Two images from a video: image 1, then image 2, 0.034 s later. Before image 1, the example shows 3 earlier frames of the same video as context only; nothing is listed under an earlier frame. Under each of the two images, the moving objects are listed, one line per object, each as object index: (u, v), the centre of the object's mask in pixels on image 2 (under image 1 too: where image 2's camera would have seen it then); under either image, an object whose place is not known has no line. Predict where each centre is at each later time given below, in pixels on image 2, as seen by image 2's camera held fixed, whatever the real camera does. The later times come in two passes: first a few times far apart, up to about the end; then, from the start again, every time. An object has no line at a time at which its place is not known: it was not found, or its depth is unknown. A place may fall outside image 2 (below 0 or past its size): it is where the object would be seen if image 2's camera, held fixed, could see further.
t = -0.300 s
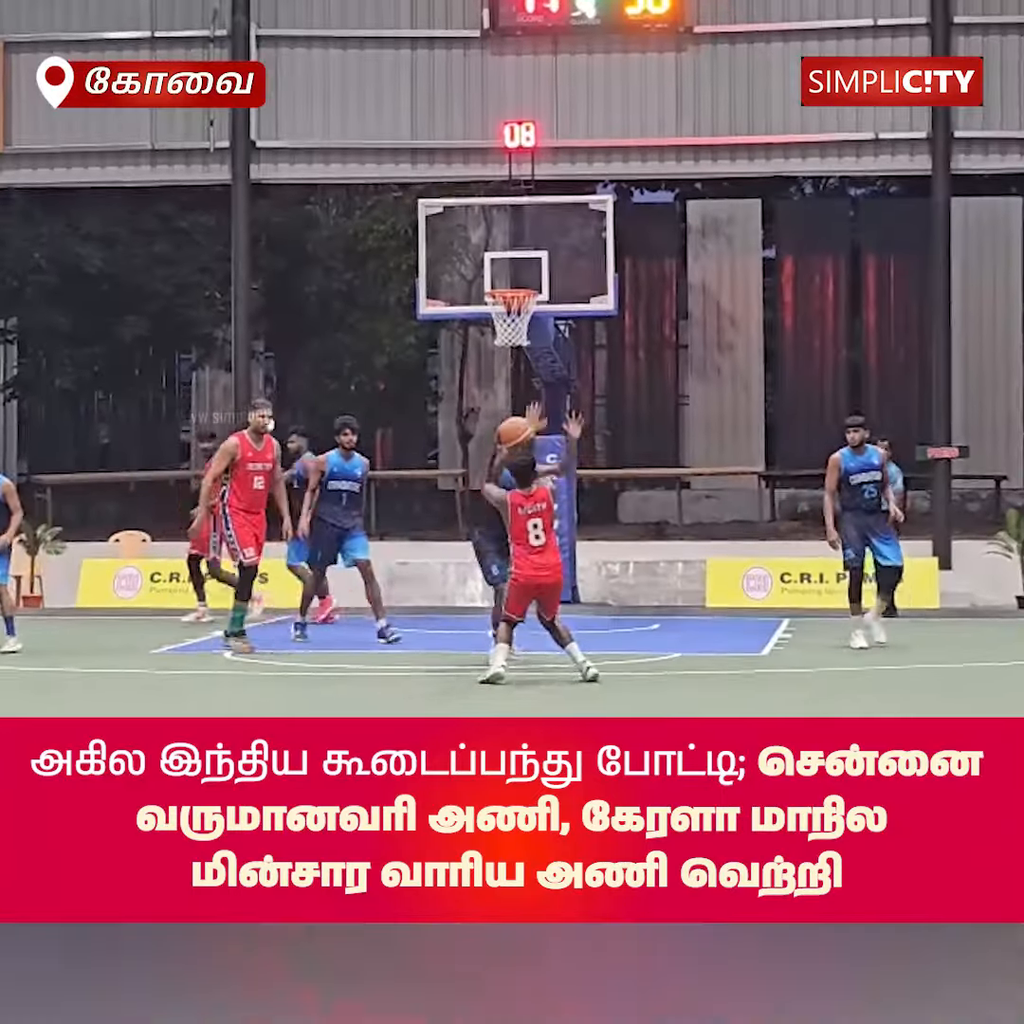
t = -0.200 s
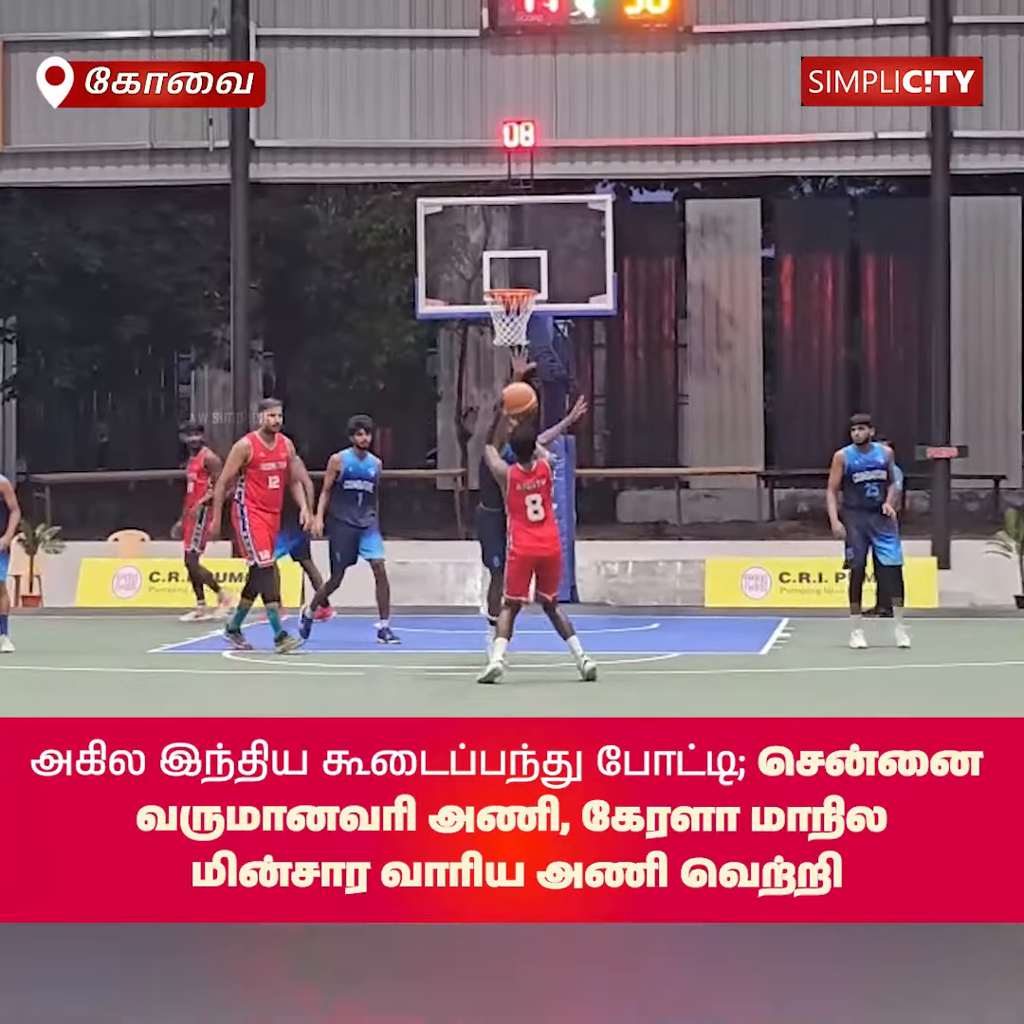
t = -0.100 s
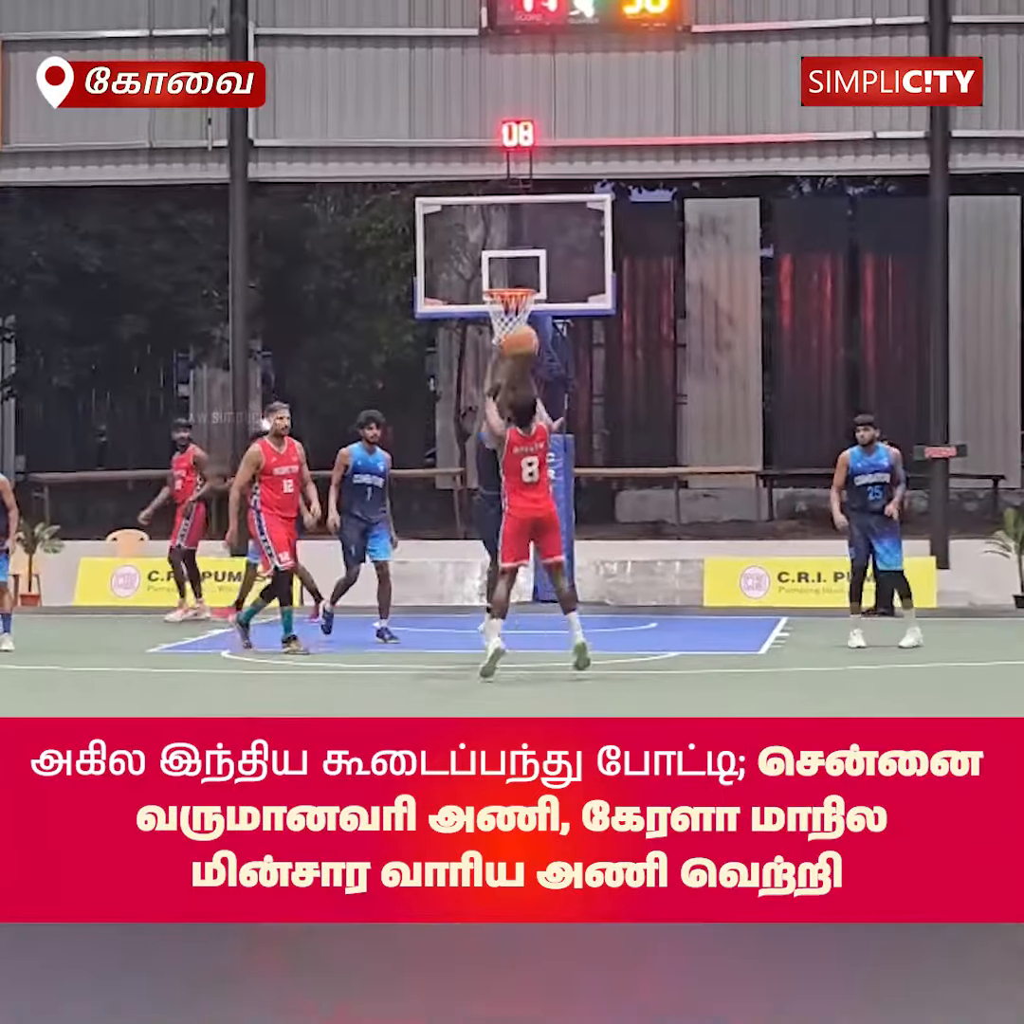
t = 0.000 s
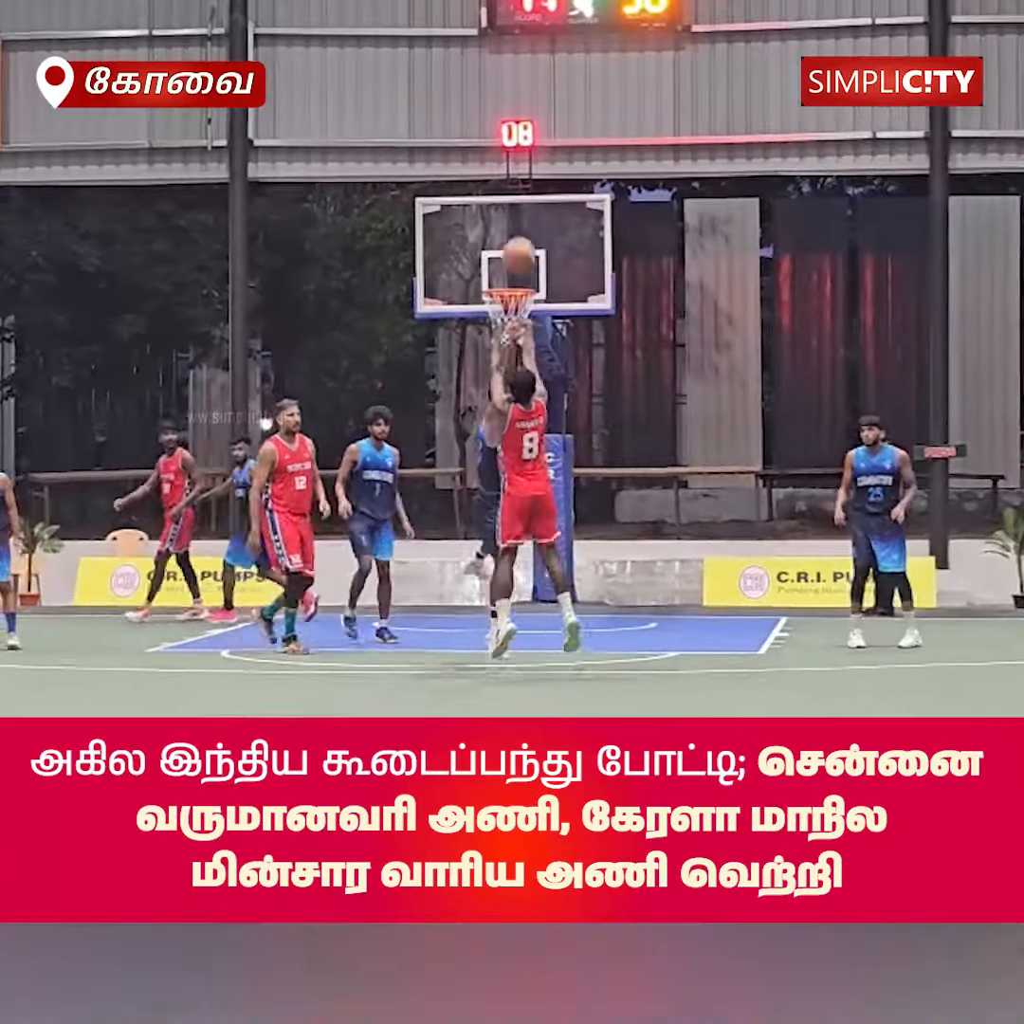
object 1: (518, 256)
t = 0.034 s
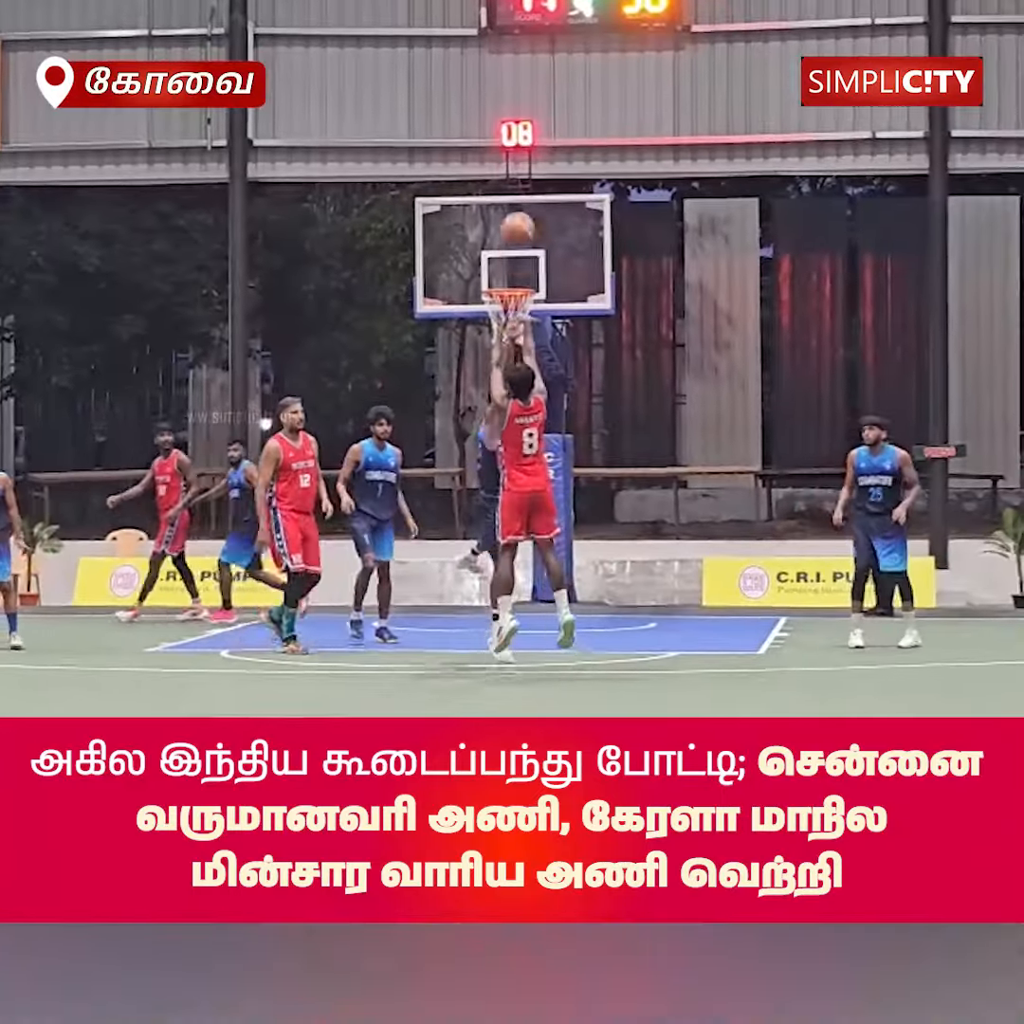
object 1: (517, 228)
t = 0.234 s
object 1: (514, 113)
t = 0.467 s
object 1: (508, 58)
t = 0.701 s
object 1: (503, 68)
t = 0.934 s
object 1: (497, 133)
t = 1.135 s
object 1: (494, 233)
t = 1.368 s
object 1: (500, 213)
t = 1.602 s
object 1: (506, 166)
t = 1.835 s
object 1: (510, 170)
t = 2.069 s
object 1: (519, 235)
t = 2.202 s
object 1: (522, 297)
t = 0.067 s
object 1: (518, 205)
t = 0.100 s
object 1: (516, 184)
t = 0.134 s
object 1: (516, 165)
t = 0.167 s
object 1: (514, 147)
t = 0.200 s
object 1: (515, 131)
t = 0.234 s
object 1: (514, 113)
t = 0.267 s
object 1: (513, 104)
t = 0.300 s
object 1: (512, 91)
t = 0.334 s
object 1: (511, 82)
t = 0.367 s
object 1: (510, 73)
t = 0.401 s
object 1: (510, 67)
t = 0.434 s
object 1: (509, 62)
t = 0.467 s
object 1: (508, 58)
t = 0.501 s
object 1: (508, 56)
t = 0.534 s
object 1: (507, 55)
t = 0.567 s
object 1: (506, 55)
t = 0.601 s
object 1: (505, 57)
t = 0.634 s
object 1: (504, 60)
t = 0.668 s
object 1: (504, 63)
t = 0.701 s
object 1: (503, 68)
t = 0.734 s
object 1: (503, 75)
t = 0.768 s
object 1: (502, 82)
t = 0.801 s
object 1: (502, 91)
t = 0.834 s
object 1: (501, 102)
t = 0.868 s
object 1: (498, 112)
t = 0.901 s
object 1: (498, 123)
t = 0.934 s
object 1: (497, 133)
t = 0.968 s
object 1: (495, 152)
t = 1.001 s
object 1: (497, 164)
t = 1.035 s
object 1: (496, 181)
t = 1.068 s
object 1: (496, 196)
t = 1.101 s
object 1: (494, 215)
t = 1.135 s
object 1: (494, 233)
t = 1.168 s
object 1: (493, 252)
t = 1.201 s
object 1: (493, 274)
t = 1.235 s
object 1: (495, 271)
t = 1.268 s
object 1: (498, 254)
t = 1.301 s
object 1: (499, 238)
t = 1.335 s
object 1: (500, 225)
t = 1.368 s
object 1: (500, 213)
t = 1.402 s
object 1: (501, 203)
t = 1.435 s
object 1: (502, 193)
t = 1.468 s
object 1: (503, 185)
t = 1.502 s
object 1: (504, 180)
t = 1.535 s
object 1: (505, 174)
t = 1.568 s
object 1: (506, 169)
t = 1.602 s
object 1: (506, 166)
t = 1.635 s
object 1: (507, 165)
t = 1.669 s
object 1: (508, 163)
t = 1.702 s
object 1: (508, 162)
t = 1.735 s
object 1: (509, 162)
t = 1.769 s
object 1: (509, 164)
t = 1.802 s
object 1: (510, 166)
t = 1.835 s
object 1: (510, 170)
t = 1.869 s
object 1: (512, 178)
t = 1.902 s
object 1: (514, 181)
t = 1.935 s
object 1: (515, 191)
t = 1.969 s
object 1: (515, 199)
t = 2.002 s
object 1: (516, 210)
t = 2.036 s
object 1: (517, 221)
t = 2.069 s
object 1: (519, 235)
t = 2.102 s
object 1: (520, 245)
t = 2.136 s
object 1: (521, 263)
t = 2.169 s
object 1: (522, 280)
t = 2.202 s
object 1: (522, 297)
